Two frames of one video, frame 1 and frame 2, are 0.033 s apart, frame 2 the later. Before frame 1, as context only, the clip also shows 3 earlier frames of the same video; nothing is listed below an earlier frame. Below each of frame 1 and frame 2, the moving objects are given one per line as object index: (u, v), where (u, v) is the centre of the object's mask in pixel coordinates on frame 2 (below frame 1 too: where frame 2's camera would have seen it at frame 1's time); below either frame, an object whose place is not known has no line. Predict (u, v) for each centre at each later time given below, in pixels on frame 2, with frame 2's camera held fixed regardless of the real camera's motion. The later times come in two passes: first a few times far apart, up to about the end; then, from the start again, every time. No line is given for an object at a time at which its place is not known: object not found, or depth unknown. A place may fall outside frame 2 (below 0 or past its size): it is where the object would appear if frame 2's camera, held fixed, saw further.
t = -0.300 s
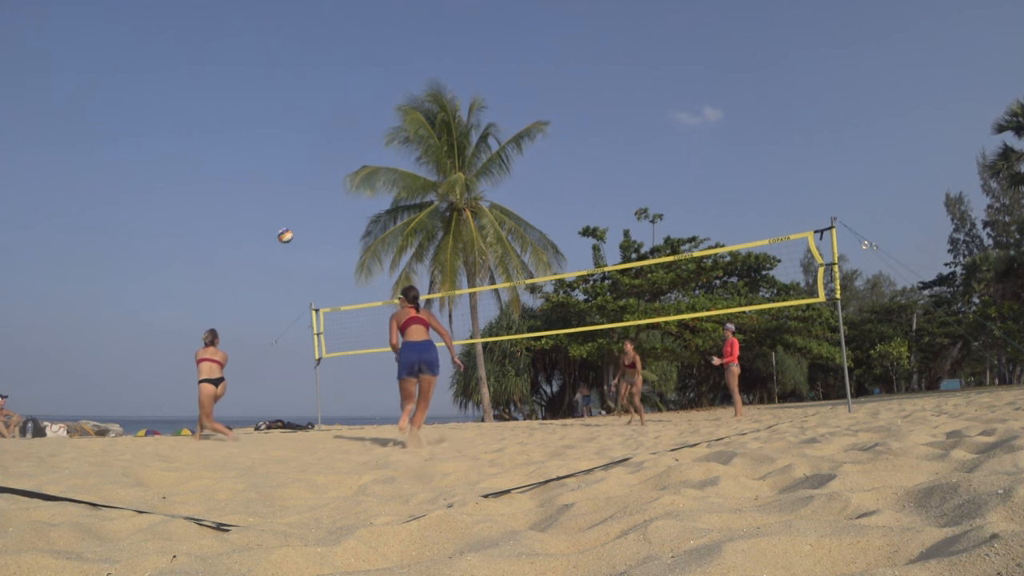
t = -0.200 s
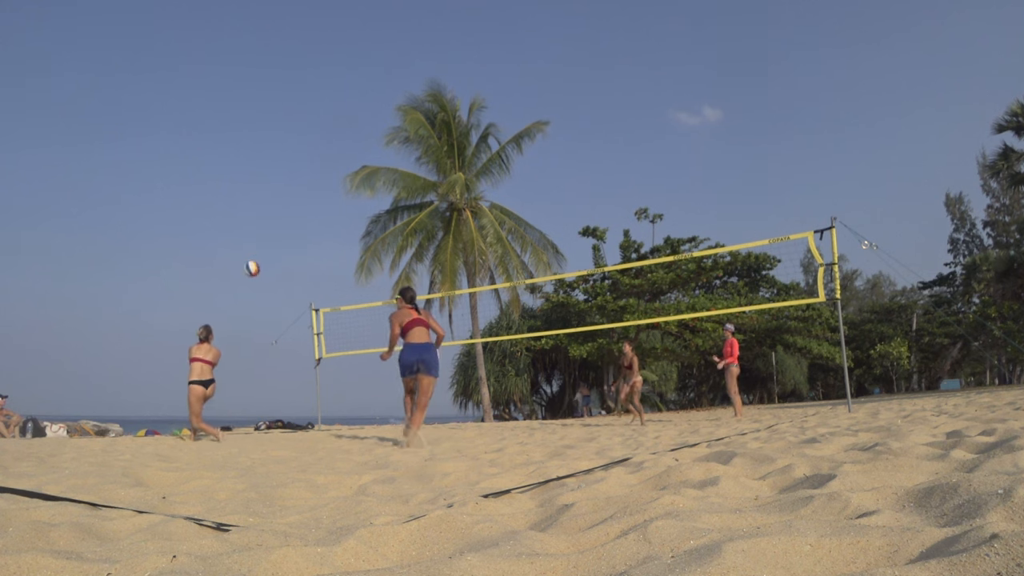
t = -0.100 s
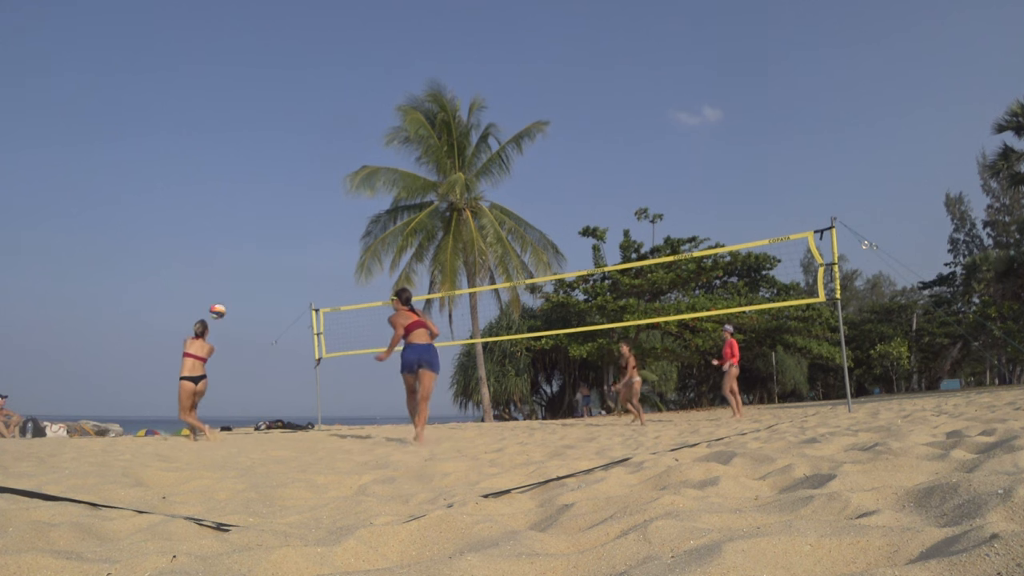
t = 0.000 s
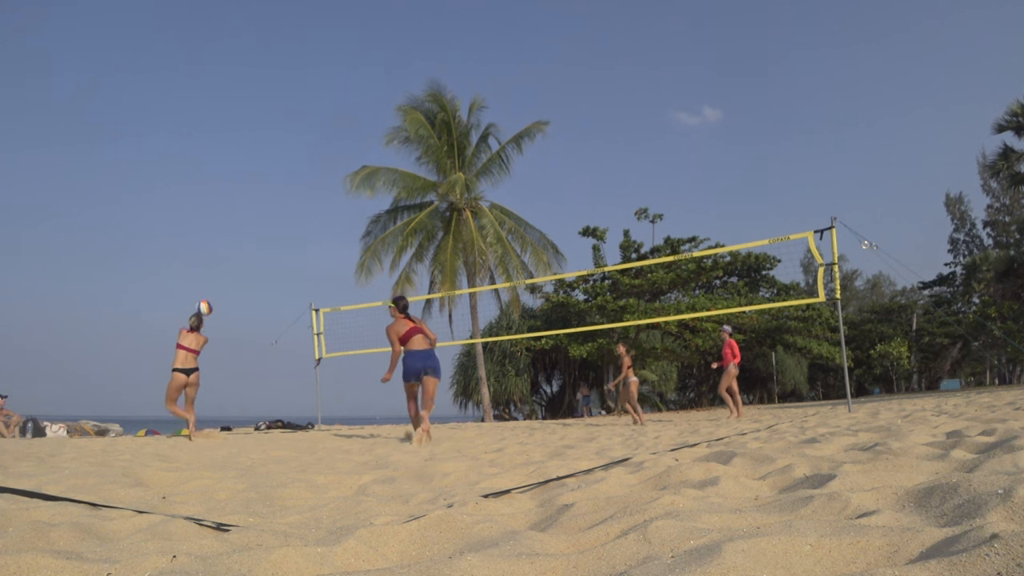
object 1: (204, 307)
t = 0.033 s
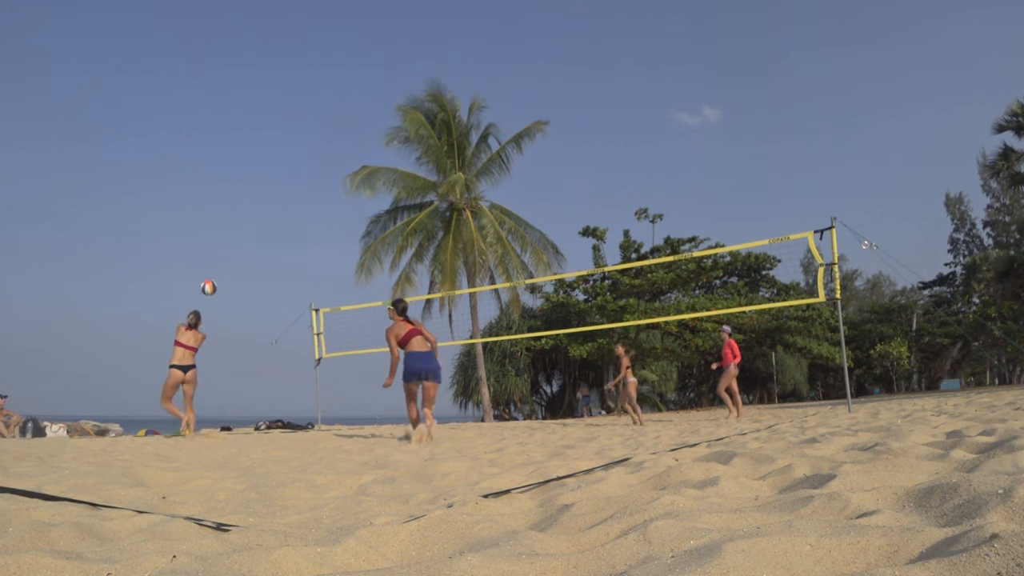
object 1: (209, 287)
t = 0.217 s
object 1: (233, 191)
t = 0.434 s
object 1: (260, 113)
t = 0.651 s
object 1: (283, 69)
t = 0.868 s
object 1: (304, 55)
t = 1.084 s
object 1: (322, 71)
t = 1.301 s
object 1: (339, 120)
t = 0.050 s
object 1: (211, 277)
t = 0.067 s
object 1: (213, 268)
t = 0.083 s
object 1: (215, 258)
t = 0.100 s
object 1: (217, 249)
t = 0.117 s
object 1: (219, 240)
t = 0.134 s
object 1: (221, 231)
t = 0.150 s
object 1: (224, 223)
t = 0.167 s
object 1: (226, 214)
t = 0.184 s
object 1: (229, 206)
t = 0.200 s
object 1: (231, 199)
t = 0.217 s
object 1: (233, 191)
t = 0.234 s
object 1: (236, 184)
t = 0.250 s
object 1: (238, 177)
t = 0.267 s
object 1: (240, 170)
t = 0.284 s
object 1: (242, 164)
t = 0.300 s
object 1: (244, 157)
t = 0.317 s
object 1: (246, 151)
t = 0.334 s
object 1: (248, 144)
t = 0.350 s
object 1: (250, 139)
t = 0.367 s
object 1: (252, 133)
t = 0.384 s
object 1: (254, 128)
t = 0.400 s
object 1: (256, 123)
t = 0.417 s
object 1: (258, 118)
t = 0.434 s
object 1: (260, 113)
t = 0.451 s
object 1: (262, 109)
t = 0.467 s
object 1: (264, 104)
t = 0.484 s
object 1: (265, 100)
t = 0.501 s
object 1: (267, 96)
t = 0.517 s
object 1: (269, 93)
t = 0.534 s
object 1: (271, 89)
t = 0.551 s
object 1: (273, 86)
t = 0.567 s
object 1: (274, 82)
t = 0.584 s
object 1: (276, 79)
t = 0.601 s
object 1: (278, 77)
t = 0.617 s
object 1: (280, 74)
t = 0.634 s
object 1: (282, 71)
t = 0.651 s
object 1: (283, 69)
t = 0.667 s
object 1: (285, 67)
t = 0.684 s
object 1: (287, 65)
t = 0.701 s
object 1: (288, 63)
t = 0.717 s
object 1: (290, 62)
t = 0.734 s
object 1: (292, 61)
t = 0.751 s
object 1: (293, 59)
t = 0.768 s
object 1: (295, 58)
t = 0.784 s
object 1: (296, 57)
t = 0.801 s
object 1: (298, 56)
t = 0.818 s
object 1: (299, 55)
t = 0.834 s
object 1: (301, 55)
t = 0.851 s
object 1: (302, 55)
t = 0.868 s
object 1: (304, 55)
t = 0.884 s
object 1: (305, 55)
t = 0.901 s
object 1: (307, 55)
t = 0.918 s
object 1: (308, 56)
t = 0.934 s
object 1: (309, 57)
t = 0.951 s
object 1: (311, 58)
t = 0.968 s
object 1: (312, 59)
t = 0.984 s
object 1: (314, 60)
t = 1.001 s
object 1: (315, 61)
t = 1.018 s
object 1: (317, 63)
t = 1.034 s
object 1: (318, 65)
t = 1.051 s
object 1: (319, 67)
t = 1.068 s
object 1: (321, 69)
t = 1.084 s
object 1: (322, 71)
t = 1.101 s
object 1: (324, 74)
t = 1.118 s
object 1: (325, 76)
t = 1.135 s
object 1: (327, 79)
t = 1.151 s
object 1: (328, 83)
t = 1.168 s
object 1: (329, 86)
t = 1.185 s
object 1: (331, 90)
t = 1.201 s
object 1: (332, 93)
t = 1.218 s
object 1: (333, 97)
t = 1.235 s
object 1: (334, 101)
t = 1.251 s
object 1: (335, 106)
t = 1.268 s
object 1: (336, 110)
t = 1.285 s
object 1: (337, 115)
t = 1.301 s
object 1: (339, 120)
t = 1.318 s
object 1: (340, 126)
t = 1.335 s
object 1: (341, 132)
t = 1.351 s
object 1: (343, 137)
